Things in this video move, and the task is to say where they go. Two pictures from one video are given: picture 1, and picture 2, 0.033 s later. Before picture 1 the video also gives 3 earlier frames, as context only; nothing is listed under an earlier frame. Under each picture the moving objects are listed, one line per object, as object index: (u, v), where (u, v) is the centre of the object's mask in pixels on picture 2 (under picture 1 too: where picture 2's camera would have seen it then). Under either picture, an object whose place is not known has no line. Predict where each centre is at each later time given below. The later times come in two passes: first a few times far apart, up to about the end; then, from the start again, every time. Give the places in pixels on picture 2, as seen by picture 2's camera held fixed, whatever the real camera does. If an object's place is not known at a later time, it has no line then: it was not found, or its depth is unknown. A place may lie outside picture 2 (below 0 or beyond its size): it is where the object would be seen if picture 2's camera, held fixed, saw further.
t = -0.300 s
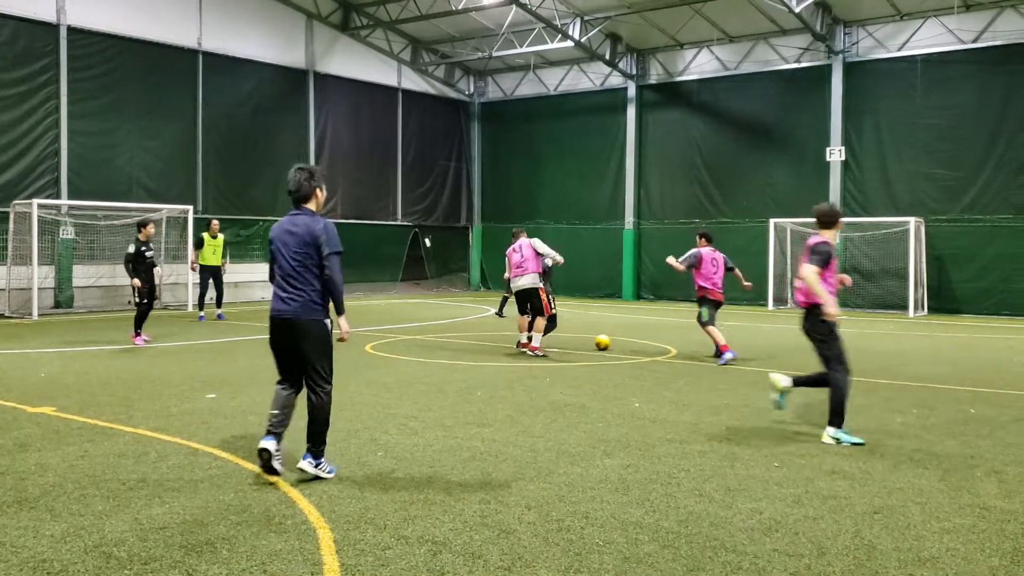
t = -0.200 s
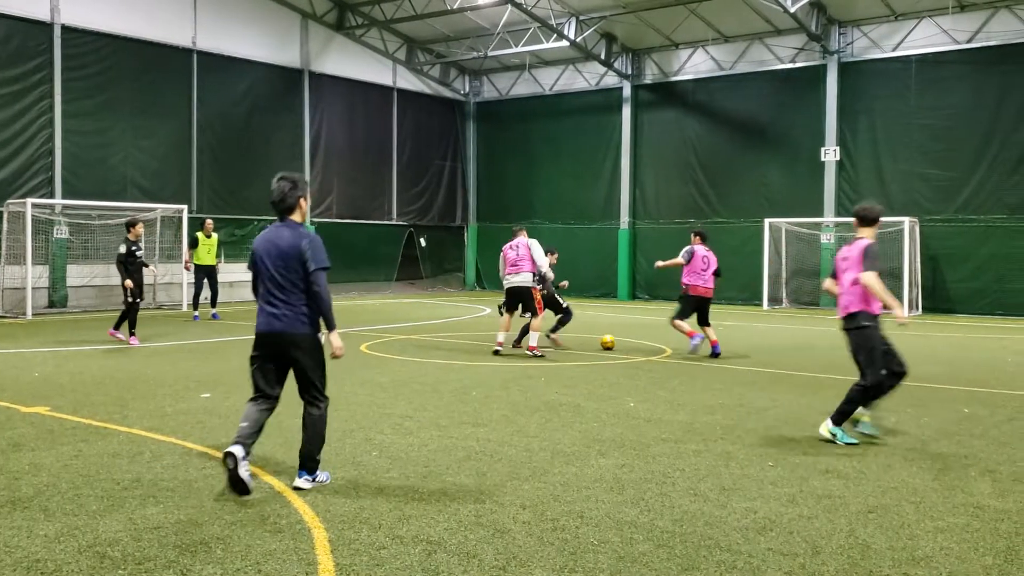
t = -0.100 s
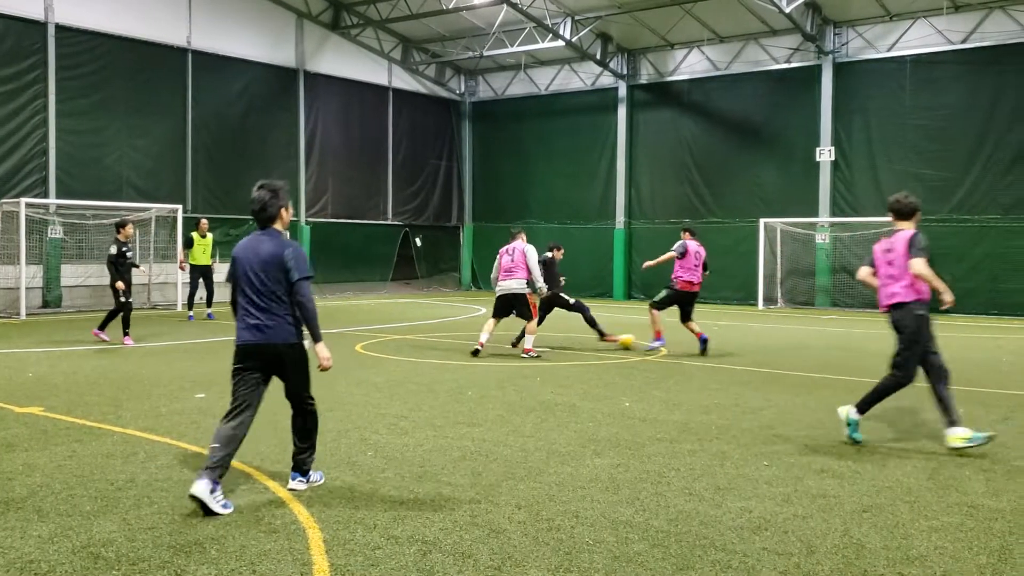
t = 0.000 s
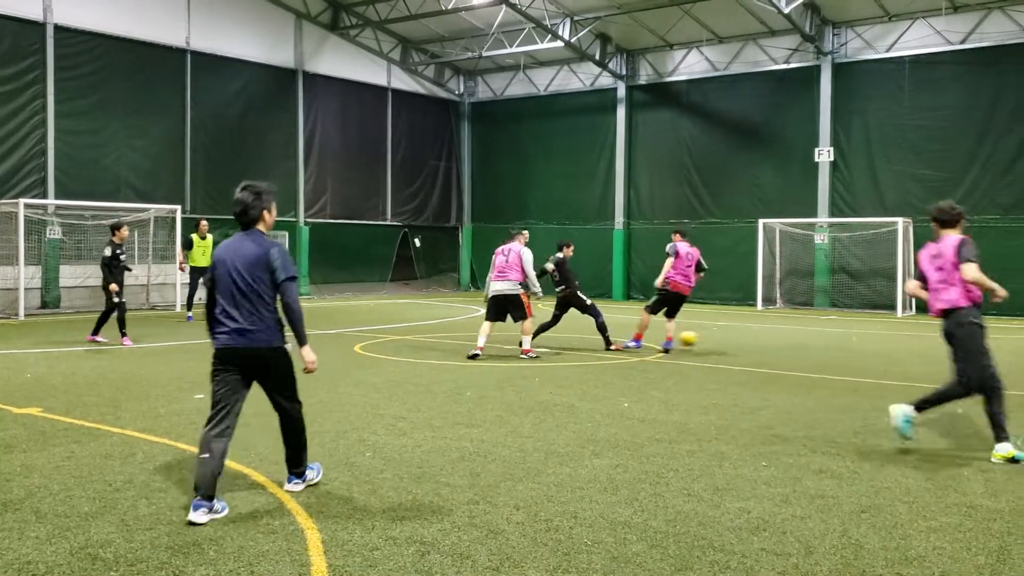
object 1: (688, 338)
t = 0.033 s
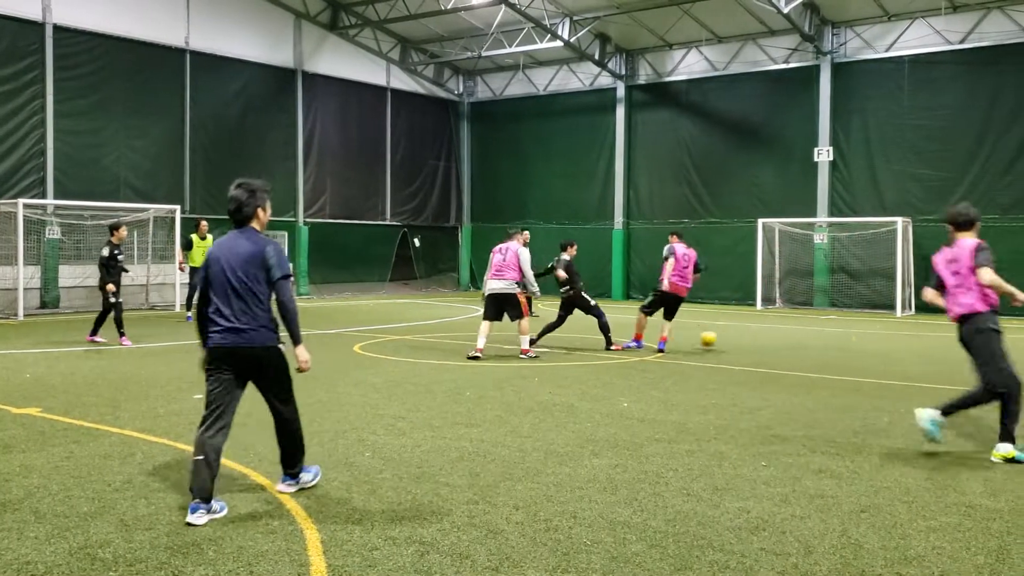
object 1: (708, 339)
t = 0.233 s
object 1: (814, 342)
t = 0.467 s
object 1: (918, 342)
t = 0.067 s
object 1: (728, 340)
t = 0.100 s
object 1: (747, 342)
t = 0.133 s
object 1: (765, 341)
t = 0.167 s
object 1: (781, 342)
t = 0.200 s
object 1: (798, 342)
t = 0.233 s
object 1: (814, 342)
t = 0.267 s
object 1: (830, 342)
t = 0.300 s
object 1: (845, 342)
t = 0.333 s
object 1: (861, 342)
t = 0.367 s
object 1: (875, 341)
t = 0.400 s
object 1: (889, 341)
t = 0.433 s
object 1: (904, 341)
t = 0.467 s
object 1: (918, 342)
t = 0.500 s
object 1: (931, 342)
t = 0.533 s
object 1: (944, 342)
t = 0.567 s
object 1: (957, 341)
